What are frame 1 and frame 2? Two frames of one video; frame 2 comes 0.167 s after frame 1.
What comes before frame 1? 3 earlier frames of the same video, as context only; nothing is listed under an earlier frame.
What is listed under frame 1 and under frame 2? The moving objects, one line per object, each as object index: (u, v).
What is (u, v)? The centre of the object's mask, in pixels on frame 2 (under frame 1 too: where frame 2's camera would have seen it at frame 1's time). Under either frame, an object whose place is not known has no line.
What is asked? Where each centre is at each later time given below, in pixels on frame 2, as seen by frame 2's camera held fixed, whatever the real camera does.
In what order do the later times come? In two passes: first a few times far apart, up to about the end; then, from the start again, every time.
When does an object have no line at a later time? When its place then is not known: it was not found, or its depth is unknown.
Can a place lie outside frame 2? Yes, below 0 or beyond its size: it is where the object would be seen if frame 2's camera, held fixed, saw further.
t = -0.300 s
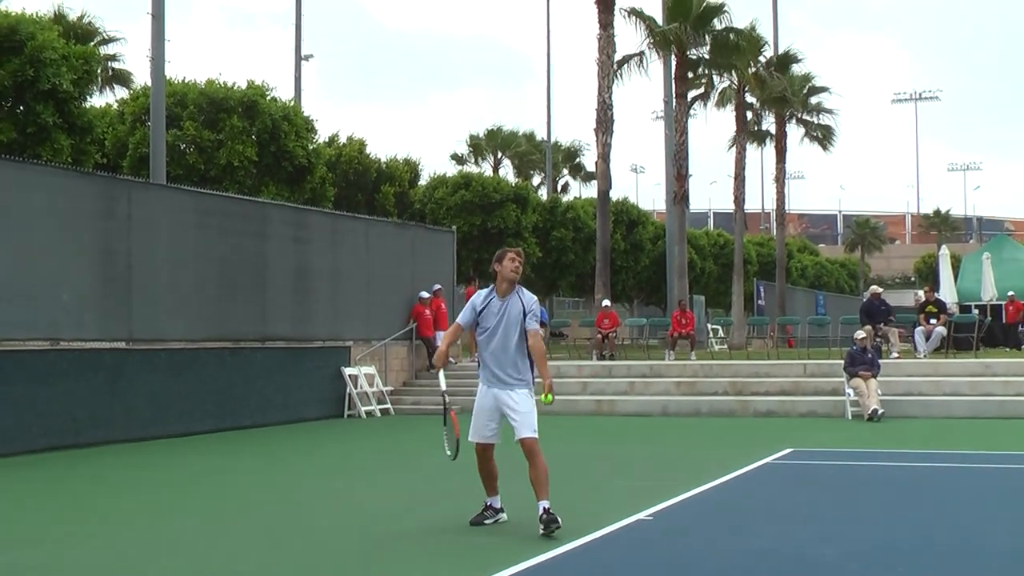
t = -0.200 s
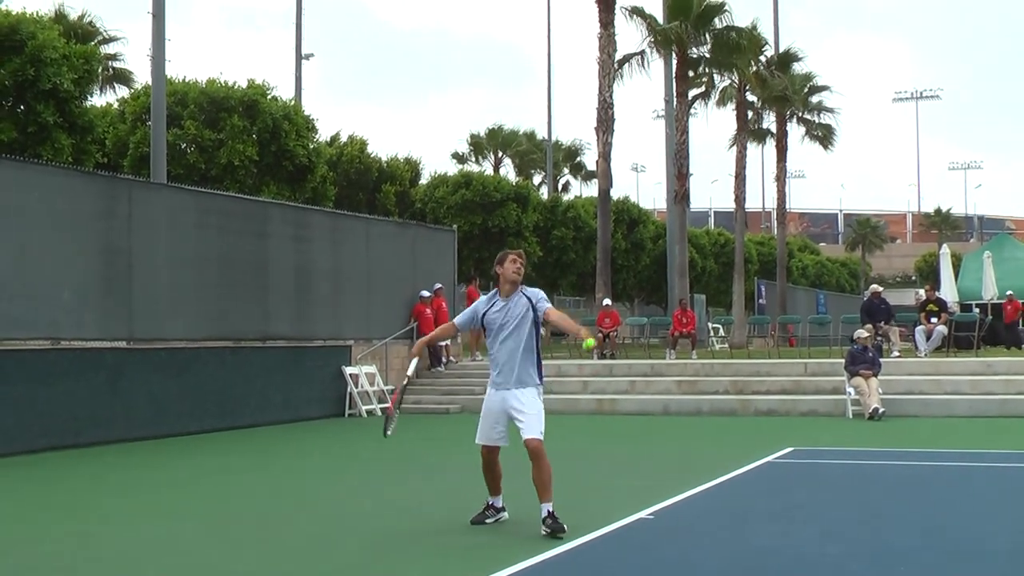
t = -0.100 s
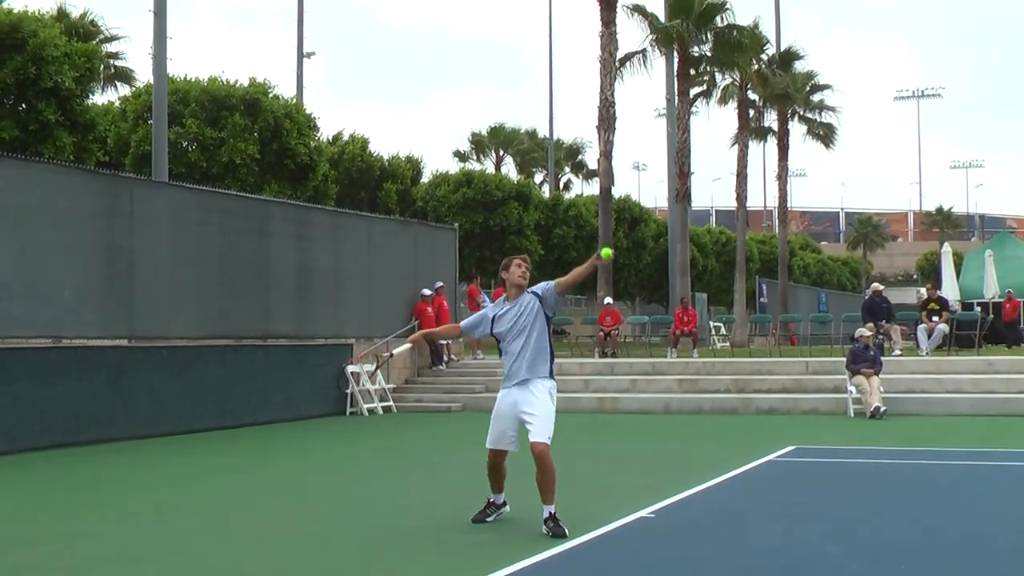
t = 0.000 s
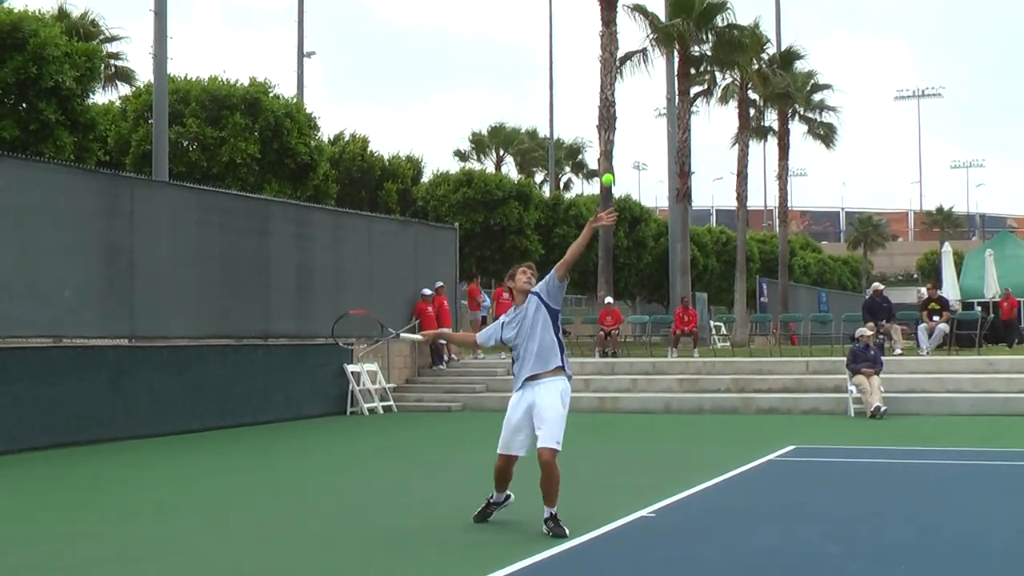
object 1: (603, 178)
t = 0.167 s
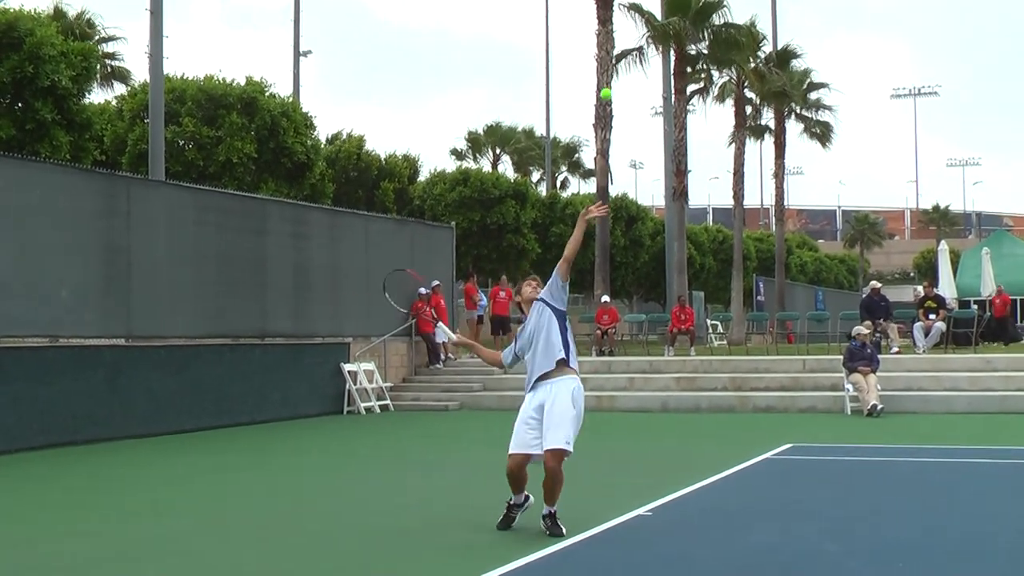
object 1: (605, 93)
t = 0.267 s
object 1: (607, 65)
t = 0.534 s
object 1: (613, 64)
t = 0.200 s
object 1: (606, 83)
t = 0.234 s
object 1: (607, 72)
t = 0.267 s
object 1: (607, 65)
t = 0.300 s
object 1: (608, 59)
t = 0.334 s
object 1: (608, 55)
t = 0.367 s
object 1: (609, 53)
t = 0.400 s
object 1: (609, 53)
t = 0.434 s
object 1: (610, 53)
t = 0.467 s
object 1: (611, 55)
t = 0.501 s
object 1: (612, 60)
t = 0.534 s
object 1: (613, 64)
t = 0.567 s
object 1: (613, 72)
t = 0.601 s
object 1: (614, 81)
